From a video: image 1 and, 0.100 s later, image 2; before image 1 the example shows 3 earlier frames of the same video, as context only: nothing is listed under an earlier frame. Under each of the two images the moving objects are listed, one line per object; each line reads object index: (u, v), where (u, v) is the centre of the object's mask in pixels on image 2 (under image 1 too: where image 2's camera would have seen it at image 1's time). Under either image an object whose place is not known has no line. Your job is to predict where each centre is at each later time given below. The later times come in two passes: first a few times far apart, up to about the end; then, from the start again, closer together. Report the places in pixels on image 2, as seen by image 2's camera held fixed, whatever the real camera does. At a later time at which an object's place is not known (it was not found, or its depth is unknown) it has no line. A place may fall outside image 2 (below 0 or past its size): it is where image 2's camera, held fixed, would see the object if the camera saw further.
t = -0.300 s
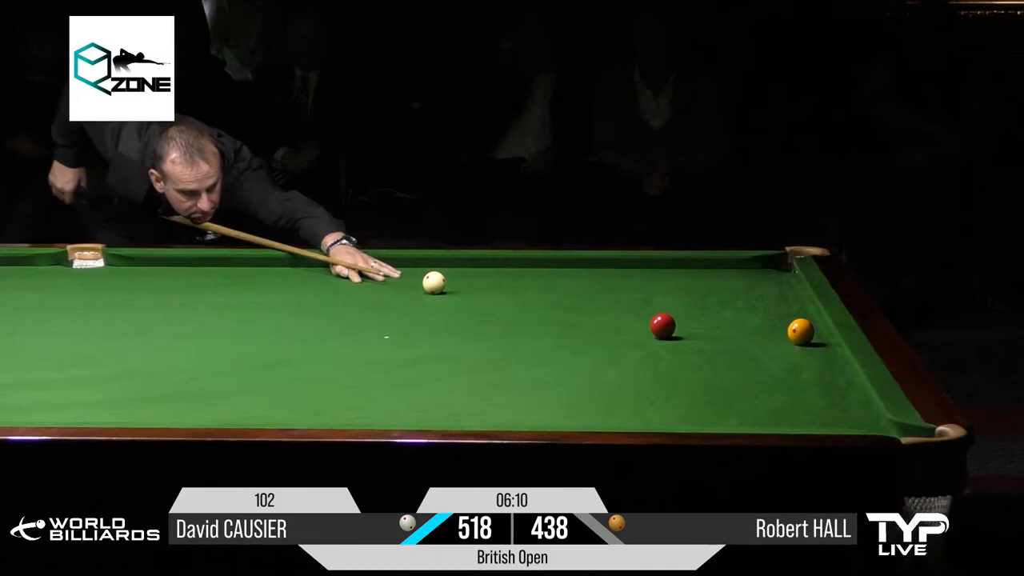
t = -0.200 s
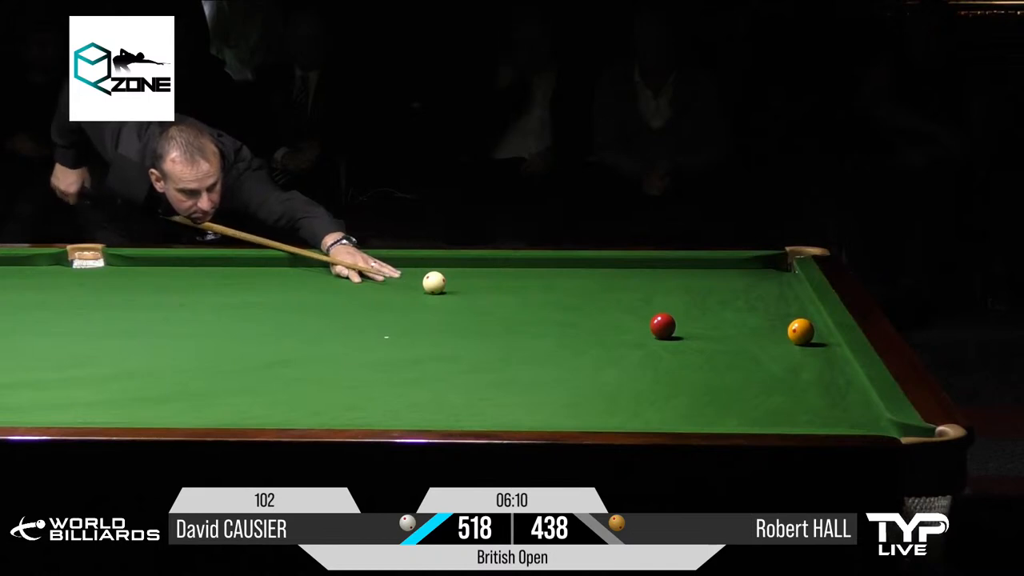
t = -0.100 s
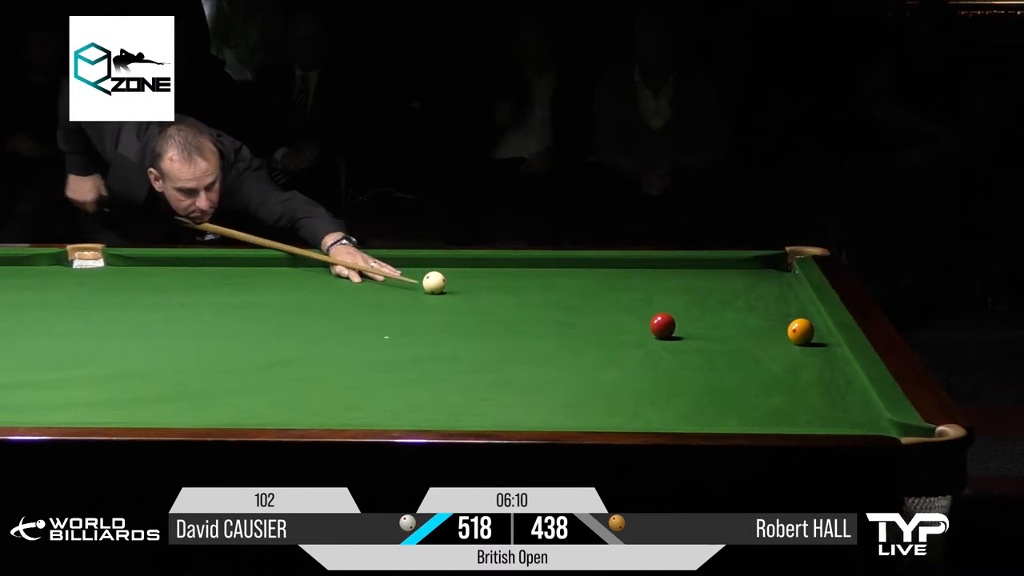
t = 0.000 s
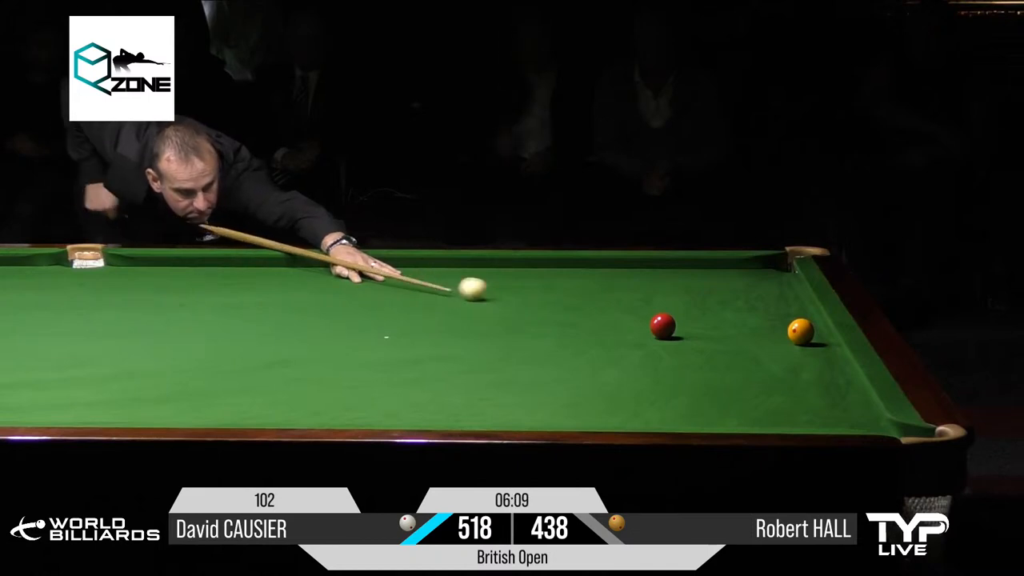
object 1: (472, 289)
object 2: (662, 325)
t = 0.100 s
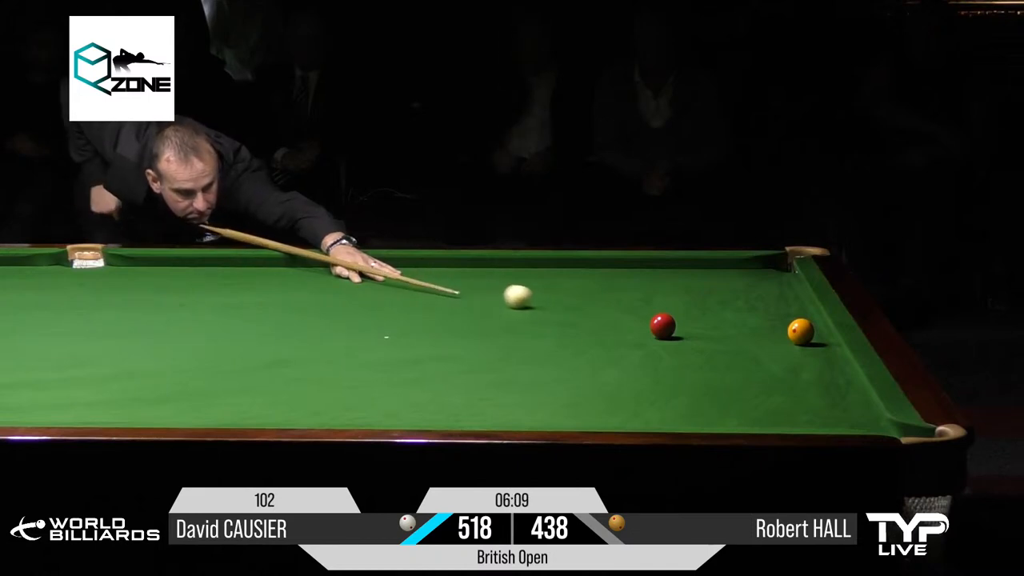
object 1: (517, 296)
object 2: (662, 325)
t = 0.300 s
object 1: (590, 309)
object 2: (662, 325)
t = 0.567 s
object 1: (677, 316)
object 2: (667, 329)
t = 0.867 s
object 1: (760, 324)
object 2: (686, 343)
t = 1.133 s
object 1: (812, 325)
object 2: (704, 356)
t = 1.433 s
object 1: (785, 322)
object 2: (722, 371)
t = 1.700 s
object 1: (766, 322)
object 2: (738, 383)
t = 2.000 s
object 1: (751, 322)
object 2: (756, 397)
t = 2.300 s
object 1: (742, 321)
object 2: (774, 410)
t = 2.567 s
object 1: (738, 321)
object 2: (789, 417)
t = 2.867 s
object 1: (737, 321)
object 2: (805, 422)
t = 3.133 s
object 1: (737, 321)
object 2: (807, 419)
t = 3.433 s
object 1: (737, 321)
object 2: (810, 416)
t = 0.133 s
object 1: (526, 298)
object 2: (662, 325)
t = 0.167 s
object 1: (541, 301)
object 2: (662, 325)
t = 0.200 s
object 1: (556, 303)
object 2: (662, 325)
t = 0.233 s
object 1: (569, 305)
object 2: (662, 325)
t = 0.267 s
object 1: (576, 306)
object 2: (662, 325)
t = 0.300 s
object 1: (590, 309)
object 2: (662, 325)
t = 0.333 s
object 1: (603, 311)
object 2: (662, 325)
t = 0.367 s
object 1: (610, 312)
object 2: (662, 325)
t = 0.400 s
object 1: (624, 314)
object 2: (662, 325)
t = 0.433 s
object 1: (637, 317)
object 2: (662, 326)
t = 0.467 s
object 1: (642, 317)
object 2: (662, 325)
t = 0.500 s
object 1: (654, 315)
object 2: (663, 326)
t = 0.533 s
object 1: (671, 314)
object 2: (666, 328)
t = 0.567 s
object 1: (677, 316)
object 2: (667, 329)
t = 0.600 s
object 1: (688, 320)
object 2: (670, 331)
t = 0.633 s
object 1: (698, 322)
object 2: (672, 333)
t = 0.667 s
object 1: (704, 322)
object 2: (673, 334)
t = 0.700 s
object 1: (715, 322)
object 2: (676, 335)
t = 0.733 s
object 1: (727, 323)
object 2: (678, 337)
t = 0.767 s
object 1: (732, 323)
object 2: (680, 338)
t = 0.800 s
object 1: (743, 324)
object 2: (682, 340)
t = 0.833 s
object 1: (754, 324)
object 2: (685, 342)
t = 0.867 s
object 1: (760, 324)
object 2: (686, 343)
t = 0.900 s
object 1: (771, 325)
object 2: (689, 345)
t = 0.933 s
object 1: (780, 324)
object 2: (691, 347)
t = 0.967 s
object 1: (784, 323)
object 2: (693, 348)
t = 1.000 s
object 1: (796, 319)
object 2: (695, 350)
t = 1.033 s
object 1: (816, 324)
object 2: (698, 352)
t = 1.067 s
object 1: (819, 326)
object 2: (699, 353)
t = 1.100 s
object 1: (815, 326)
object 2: (702, 355)
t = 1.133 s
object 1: (812, 325)
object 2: (704, 356)
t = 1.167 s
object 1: (810, 325)
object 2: (705, 357)
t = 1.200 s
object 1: (807, 324)
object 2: (708, 359)
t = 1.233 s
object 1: (802, 324)
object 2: (710, 361)
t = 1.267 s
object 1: (801, 323)
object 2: (711, 362)
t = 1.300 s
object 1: (797, 323)
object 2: (714, 364)
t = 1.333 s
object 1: (793, 323)
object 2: (716, 366)
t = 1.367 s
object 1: (792, 322)
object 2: (717, 367)
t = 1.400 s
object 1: (789, 322)
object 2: (720, 369)
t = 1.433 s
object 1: (785, 322)
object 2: (722, 371)
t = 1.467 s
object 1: (784, 322)
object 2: (723, 372)
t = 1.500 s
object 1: (781, 322)
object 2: (726, 374)
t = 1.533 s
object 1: (777, 322)
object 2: (728, 375)
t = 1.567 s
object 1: (776, 322)
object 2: (729, 376)
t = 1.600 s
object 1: (773, 322)
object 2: (732, 378)
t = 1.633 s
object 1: (770, 322)
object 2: (734, 380)
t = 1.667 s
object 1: (769, 322)
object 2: (735, 381)
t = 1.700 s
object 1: (766, 322)
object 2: (738, 383)
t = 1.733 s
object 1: (764, 322)
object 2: (740, 385)
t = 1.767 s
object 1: (763, 322)
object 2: (741, 386)
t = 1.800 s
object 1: (761, 322)
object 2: (744, 388)
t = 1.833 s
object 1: (759, 322)
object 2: (746, 390)
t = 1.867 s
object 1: (758, 322)
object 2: (747, 390)
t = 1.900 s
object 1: (756, 322)
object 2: (750, 392)
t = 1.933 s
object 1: (754, 322)
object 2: (752, 394)
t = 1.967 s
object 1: (753, 322)
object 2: (753, 395)
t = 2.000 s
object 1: (751, 322)
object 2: (756, 397)
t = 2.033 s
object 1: (750, 322)
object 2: (758, 398)
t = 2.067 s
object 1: (749, 322)
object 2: (759, 399)
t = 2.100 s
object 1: (747, 322)
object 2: (762, 401)
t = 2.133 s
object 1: (746, 322)
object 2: (764, 403)
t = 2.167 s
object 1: (745, 322)
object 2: (765, 403)
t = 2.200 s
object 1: (744, 322)
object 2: (767, 405)
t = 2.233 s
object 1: (743, 322)
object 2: (770, 407)
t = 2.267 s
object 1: (743, 322)
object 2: (771, 408)
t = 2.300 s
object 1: (742, 321)
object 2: (774, 410)
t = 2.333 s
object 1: (741, 321)
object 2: (776, 411)
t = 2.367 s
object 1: (741, 321)
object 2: (777, 411)
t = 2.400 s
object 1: (740, 321)
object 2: (779, 413)
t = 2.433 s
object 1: (739, 321)
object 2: (782, 414)
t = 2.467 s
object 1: (739, 321)
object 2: (783, 414)
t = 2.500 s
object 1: (739, 321)
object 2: (785, 416)
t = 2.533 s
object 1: (738, 321)
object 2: (788, 416)
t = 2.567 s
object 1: (738, 321)
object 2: (789, 417)
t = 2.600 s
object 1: (738, 321)
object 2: (791, 418)
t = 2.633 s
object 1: (737, 321)
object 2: (794, 418)
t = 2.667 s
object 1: (737, 321)
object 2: (795, 419)
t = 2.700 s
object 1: (737, 321)
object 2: (797, 420)
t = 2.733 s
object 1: (737, 321)
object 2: (799, 420)
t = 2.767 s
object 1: (737, 321)
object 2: (801, 421)
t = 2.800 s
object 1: (737, 321)
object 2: (803, 422)
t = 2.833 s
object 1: (737, 321)
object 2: (804, 422)
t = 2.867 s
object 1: (737, 321)
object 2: (805, 422)
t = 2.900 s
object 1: (737, 321)
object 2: (805, 421)
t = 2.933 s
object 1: (737, 321)
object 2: (806, 421)
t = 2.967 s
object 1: (737, 321)
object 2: (806, 421)
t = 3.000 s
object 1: (737, 321)
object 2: (806, 420)
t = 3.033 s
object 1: (737, 321)
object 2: (807, 420)
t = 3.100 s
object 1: (737, 321)
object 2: (807, 419)
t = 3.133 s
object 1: (737, 321)
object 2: (807, 419)
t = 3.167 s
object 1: (737, 321)
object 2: (808, 419)
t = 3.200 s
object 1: (737, 321)
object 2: (808, 418)
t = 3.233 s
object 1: (737, 321)
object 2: (808, 418)
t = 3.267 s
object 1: (737, 321)
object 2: (809, 418)
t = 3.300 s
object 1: (737, 321)
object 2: (809, 417)
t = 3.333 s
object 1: (737, 321)
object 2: (809, 417)
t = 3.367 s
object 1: (737, 321)
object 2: (809, 417)
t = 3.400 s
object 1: (737, 321)
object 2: (810, 416)
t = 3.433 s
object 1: (737, 321)
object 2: (810, 416)
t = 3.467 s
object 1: (737, 322)
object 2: (810, 416)
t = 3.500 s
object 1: (737, 321)
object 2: (811, 416)
